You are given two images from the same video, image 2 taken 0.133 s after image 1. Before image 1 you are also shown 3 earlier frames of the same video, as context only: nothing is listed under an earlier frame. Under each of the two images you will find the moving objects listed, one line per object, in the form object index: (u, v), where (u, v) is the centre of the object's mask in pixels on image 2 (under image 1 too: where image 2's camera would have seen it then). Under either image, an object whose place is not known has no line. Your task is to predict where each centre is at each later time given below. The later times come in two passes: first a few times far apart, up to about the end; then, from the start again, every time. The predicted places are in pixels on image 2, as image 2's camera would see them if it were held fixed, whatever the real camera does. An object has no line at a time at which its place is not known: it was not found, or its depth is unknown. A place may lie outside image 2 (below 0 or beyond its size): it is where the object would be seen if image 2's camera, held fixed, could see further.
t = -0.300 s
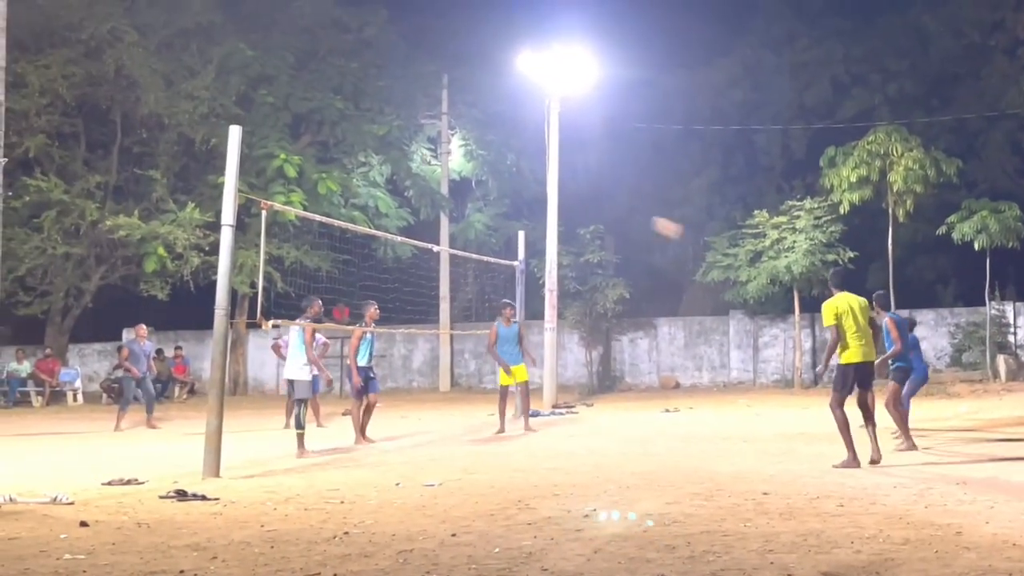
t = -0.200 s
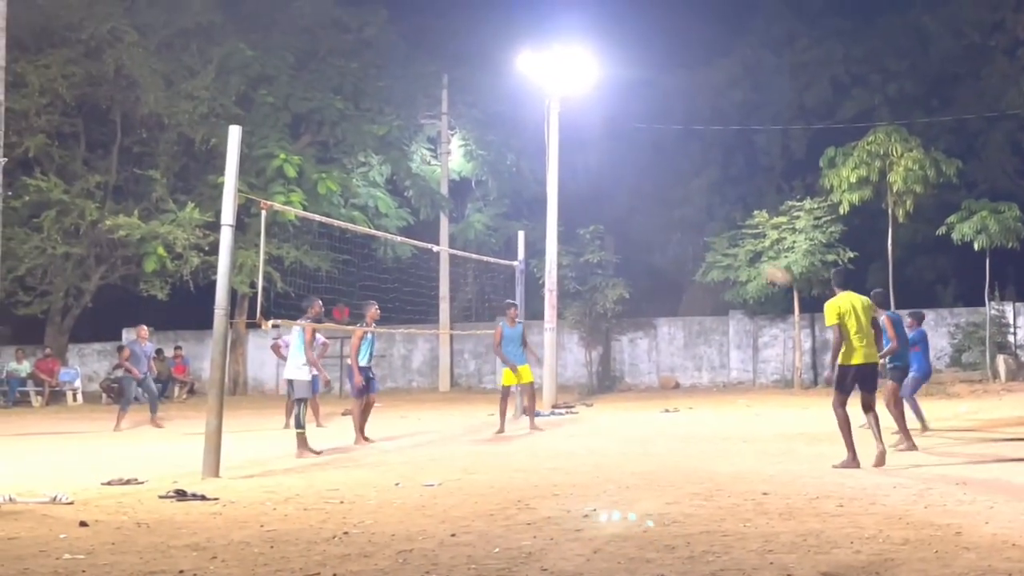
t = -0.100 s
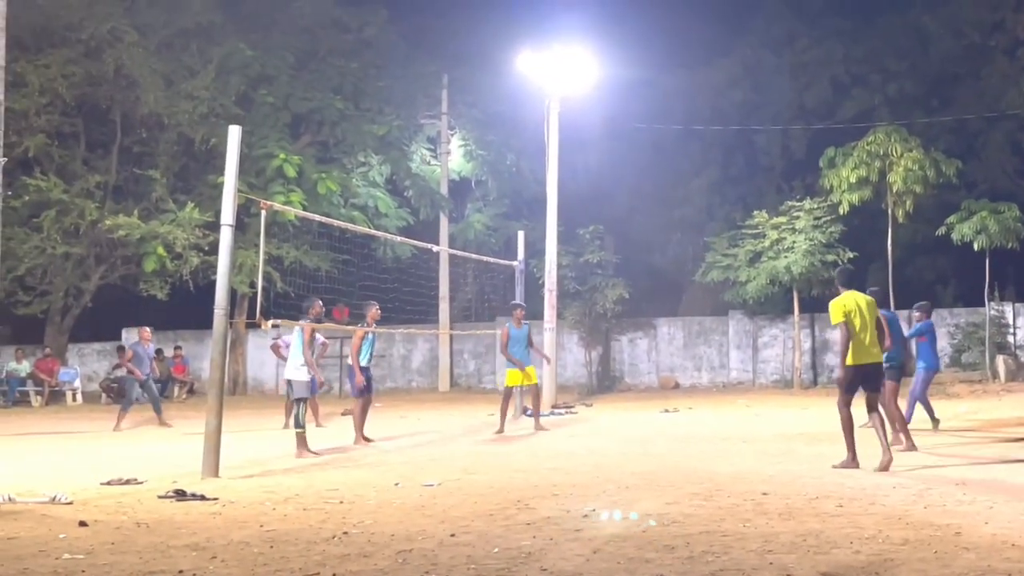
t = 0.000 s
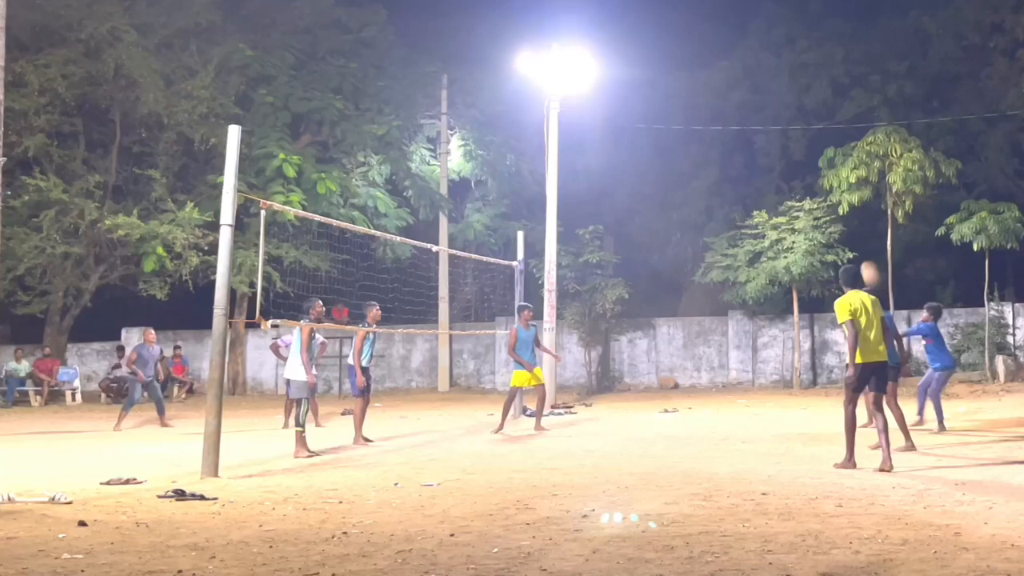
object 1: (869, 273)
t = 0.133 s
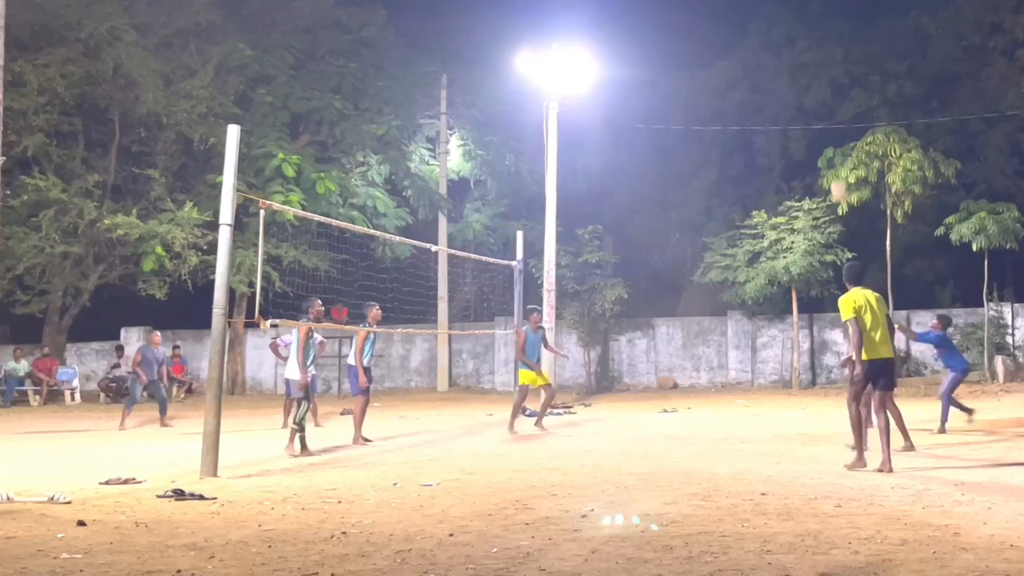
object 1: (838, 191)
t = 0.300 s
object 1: (807, 109)
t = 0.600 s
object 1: (758, 22)
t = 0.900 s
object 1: (714, 5)
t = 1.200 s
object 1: (672, 48)
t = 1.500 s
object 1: (632, 151)
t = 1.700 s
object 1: (605, 250)
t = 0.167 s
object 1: (832, 172)
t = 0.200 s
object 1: (825, 155)
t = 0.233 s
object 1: (820, 138)
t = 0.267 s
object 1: (814, 124)
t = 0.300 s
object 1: (807, 109)
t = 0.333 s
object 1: (802, 96)
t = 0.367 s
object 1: (796, 84)
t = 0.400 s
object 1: (791, 72)
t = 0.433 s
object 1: (784, 61)
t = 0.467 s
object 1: (779, 52)
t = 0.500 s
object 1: (774, 43)
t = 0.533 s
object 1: (769, 35)
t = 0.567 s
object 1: (764, 28)
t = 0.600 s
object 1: (758, 22)
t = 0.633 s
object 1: (753, 17)
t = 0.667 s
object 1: (748, 12)
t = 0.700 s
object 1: (743, 8)
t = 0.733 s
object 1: (738, 6)
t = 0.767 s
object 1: (733, 5)
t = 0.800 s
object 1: (728, 5)
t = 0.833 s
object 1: (724, 4)
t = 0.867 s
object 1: (719, 4)
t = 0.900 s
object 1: (714, 5)
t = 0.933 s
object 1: (709, 6)
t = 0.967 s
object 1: (705, 8)
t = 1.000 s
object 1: (700, 10)
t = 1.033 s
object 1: (695, 15)
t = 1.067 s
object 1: (691, 20)
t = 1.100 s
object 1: (686, 25)
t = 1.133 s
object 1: (682, 32)
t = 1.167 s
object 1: (677, 39)
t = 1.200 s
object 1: (672, 48)
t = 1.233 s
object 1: (668, 56)
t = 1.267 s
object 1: (663, 65)
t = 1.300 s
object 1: (658, 76)
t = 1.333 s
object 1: (654, 87)
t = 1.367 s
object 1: (650, 98)
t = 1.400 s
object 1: (645, 111)
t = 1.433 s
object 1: (641, 124)
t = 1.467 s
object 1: (636, 137)
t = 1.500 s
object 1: (632, 151)
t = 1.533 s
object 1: (627, 166)
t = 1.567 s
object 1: (623, 181)
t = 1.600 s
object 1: (618, 199)
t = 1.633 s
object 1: (614, 215)
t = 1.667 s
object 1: (609, 232)
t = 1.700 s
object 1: (605, 250)
